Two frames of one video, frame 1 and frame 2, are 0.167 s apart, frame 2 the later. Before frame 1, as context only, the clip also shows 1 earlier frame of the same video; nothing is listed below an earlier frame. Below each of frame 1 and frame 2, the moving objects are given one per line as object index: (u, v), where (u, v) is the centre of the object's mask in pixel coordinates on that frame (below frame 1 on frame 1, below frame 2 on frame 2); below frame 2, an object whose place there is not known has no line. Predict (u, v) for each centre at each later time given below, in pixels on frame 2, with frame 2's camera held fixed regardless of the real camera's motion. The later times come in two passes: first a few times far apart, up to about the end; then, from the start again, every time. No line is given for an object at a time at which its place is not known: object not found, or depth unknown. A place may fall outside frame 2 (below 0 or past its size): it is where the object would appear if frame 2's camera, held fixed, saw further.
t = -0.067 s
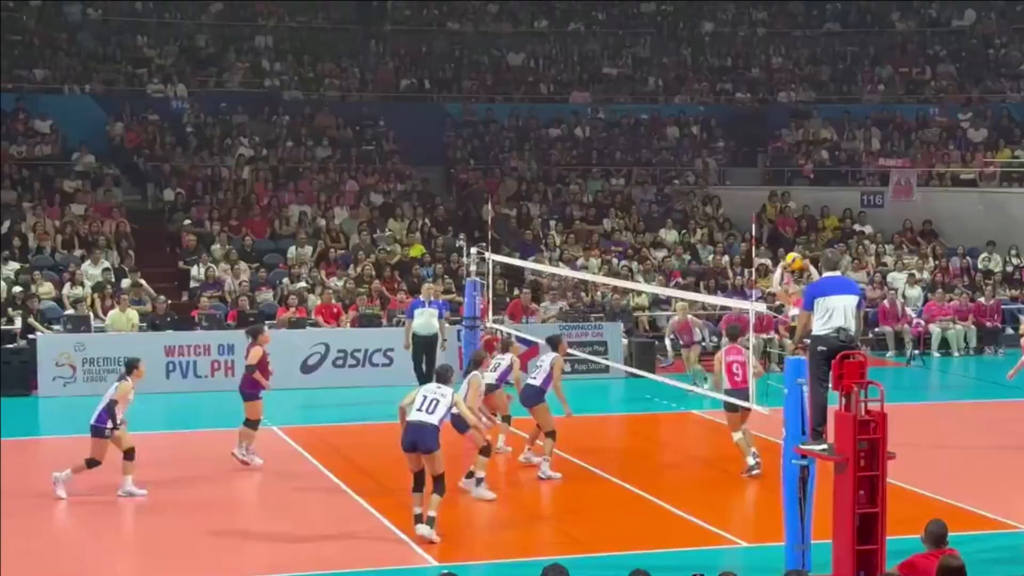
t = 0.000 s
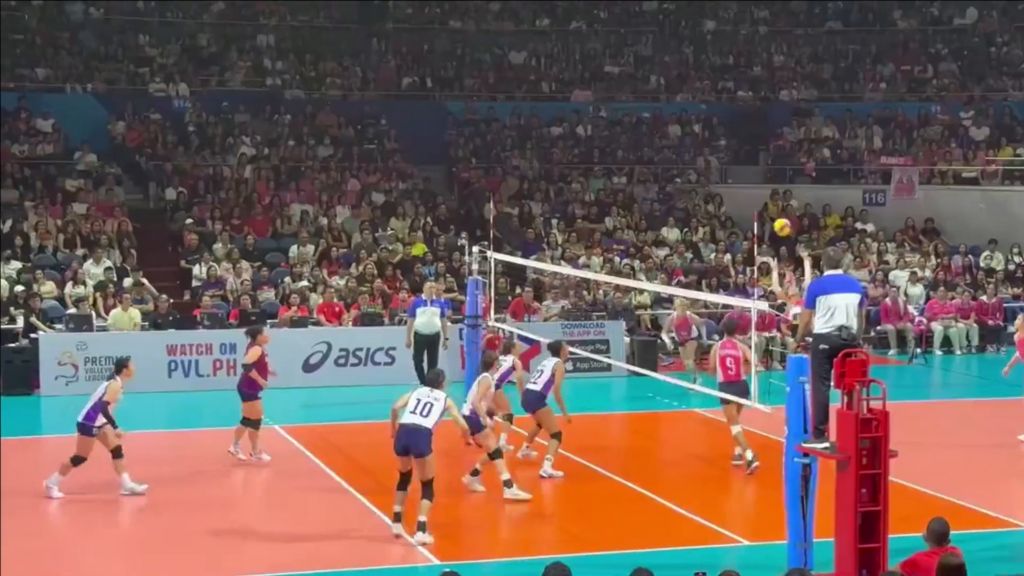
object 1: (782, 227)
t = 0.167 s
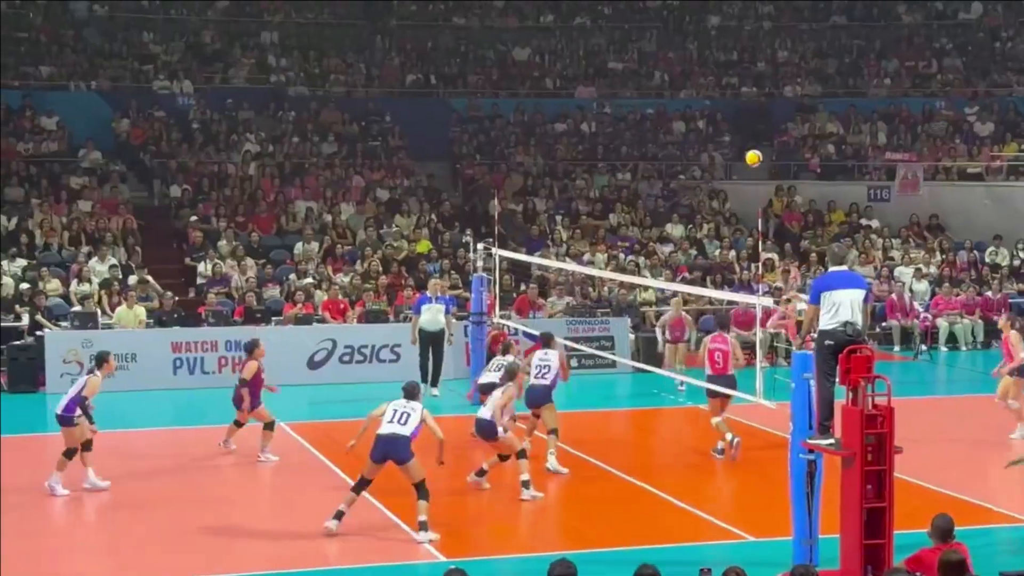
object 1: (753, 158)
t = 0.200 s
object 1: (747, 148)
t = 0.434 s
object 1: (701, 103)
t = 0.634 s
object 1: (665, 98)
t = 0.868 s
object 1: (623, 128)
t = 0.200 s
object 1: (747, 148)
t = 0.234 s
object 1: (740, 139)
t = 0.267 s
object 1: (734, 131)
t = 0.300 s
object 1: (727, 123)
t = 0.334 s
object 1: (721, 117)
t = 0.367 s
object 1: (714, 112)
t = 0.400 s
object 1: (708, 107)
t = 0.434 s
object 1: (701, 103)
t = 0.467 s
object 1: (696, 100)
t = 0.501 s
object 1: (689, 98)
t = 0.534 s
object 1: (683, 97)
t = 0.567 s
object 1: (677, 97)
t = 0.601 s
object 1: (671, 97)
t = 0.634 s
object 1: (665, 98)
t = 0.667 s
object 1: (659, 100)
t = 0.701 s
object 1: (653, 103)
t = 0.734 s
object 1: (647, 106)
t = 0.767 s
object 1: (641, 111)
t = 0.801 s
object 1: (635, 116)
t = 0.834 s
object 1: (629, 122)
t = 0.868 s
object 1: (623, 128)
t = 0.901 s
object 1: (617, 136)
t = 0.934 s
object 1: (612, 144)
